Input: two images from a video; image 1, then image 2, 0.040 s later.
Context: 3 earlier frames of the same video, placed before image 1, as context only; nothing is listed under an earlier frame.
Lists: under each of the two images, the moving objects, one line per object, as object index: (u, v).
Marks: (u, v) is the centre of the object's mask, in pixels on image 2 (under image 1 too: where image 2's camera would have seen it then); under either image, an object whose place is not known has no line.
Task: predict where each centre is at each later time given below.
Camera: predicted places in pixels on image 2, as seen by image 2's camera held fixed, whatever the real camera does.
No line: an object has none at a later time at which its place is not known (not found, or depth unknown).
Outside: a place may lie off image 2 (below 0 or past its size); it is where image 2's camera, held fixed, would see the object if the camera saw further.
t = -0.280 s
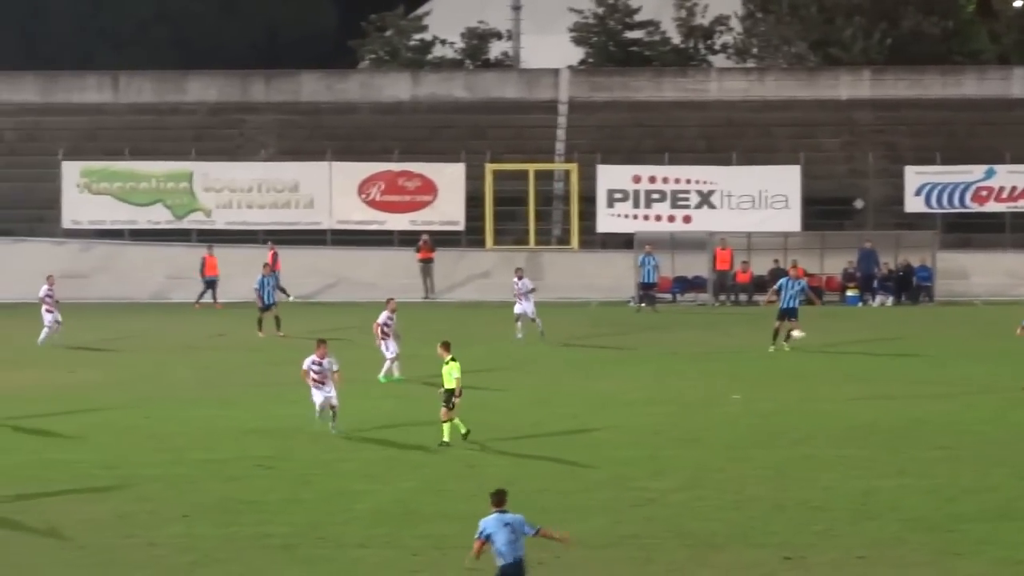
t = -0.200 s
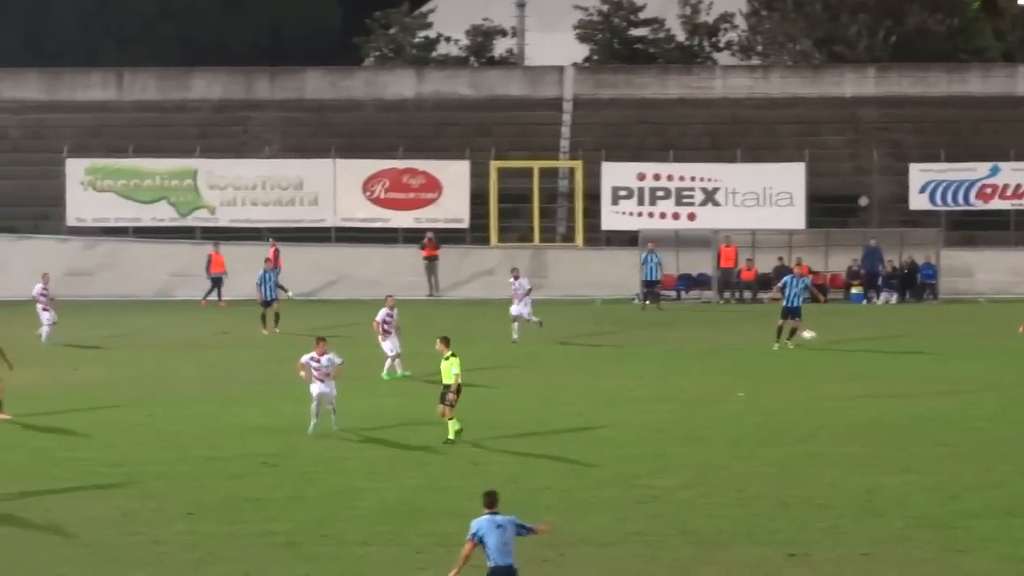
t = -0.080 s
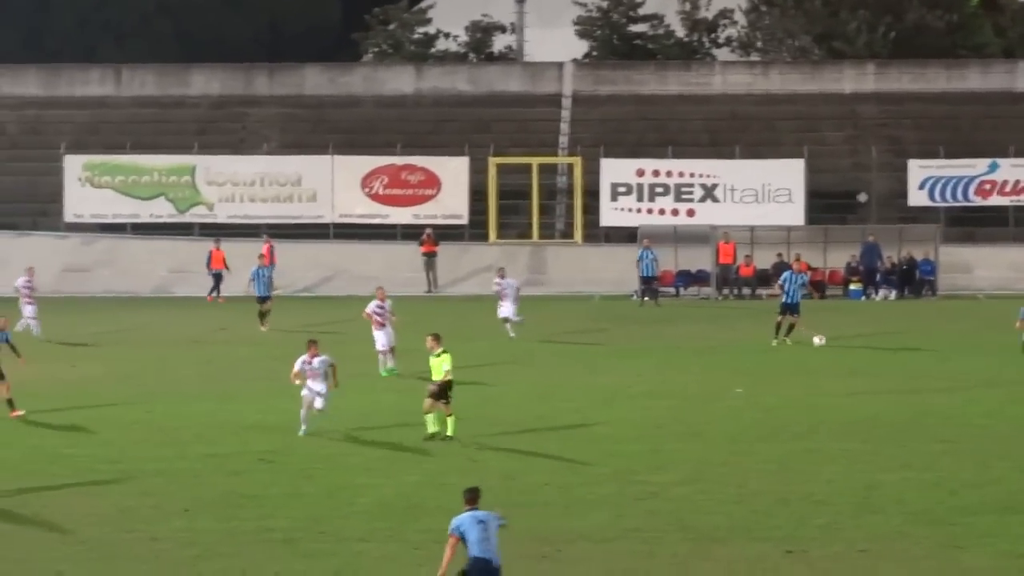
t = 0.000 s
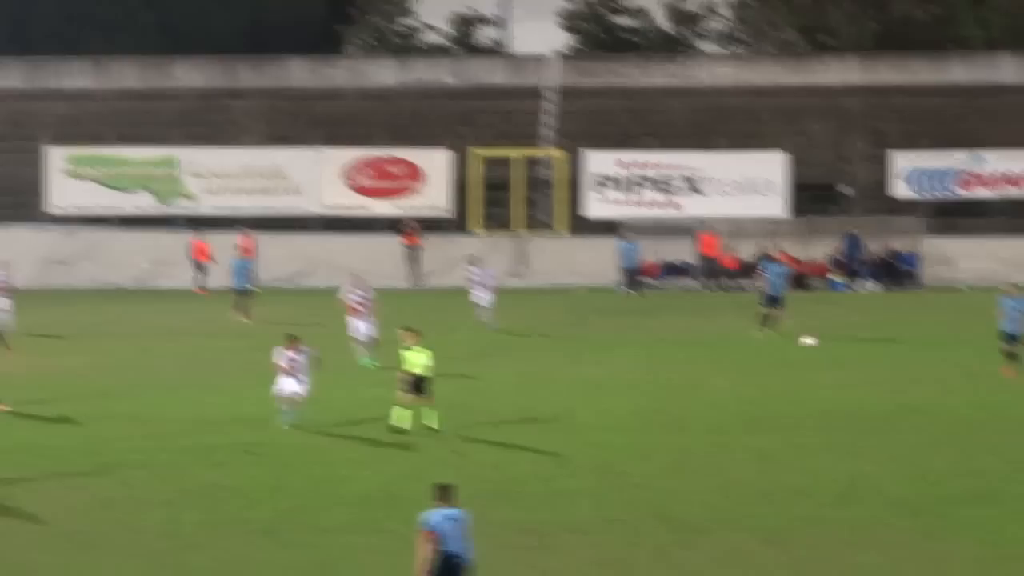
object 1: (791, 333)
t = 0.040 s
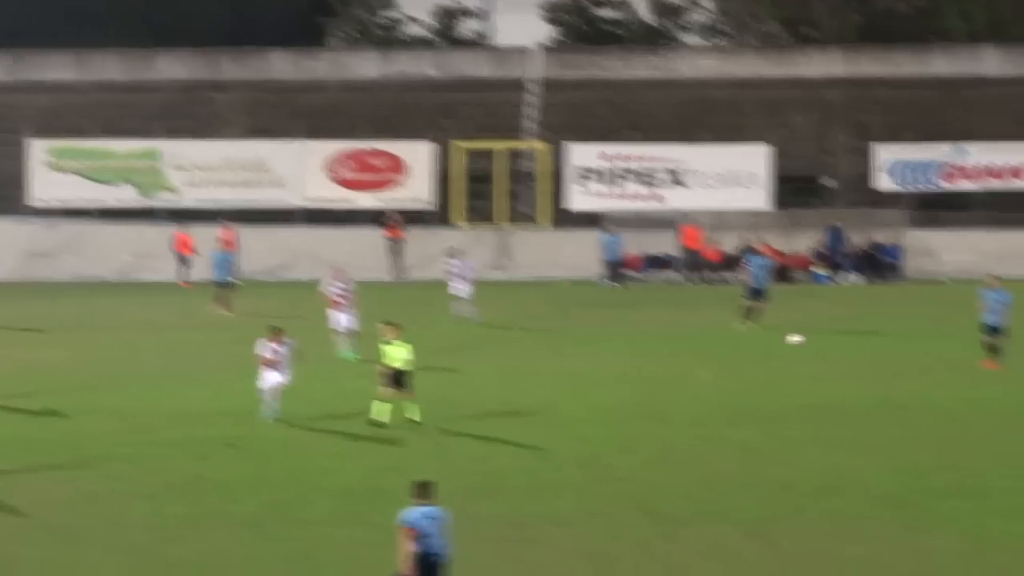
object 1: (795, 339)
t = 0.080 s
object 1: (798, 345)
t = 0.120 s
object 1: (803, 353)
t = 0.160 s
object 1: (807, 361)
